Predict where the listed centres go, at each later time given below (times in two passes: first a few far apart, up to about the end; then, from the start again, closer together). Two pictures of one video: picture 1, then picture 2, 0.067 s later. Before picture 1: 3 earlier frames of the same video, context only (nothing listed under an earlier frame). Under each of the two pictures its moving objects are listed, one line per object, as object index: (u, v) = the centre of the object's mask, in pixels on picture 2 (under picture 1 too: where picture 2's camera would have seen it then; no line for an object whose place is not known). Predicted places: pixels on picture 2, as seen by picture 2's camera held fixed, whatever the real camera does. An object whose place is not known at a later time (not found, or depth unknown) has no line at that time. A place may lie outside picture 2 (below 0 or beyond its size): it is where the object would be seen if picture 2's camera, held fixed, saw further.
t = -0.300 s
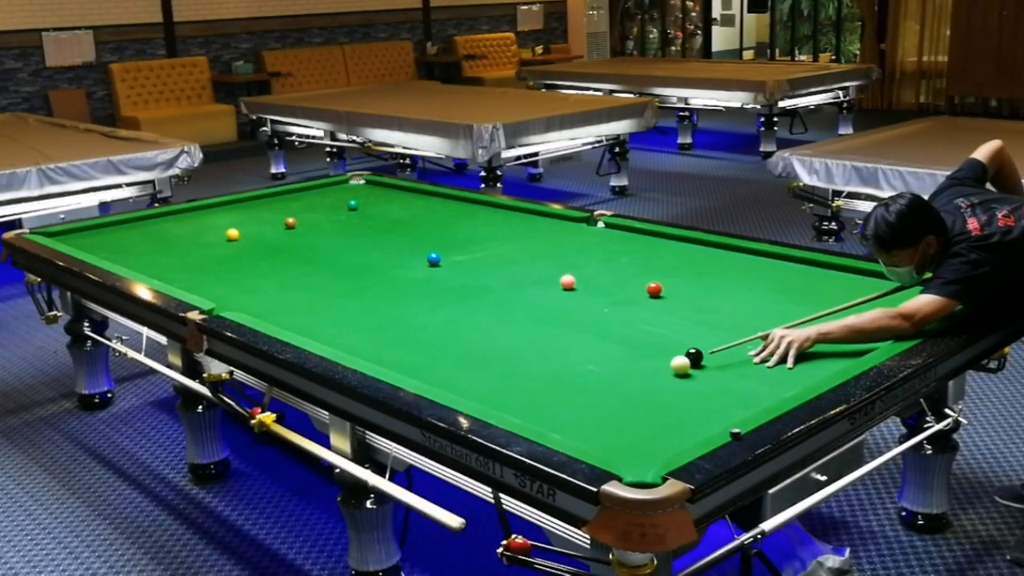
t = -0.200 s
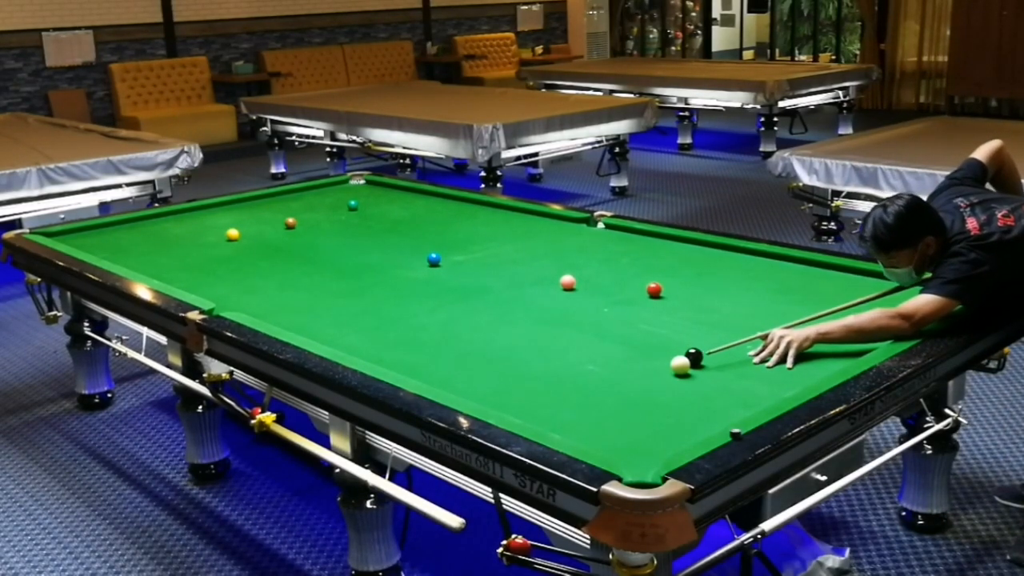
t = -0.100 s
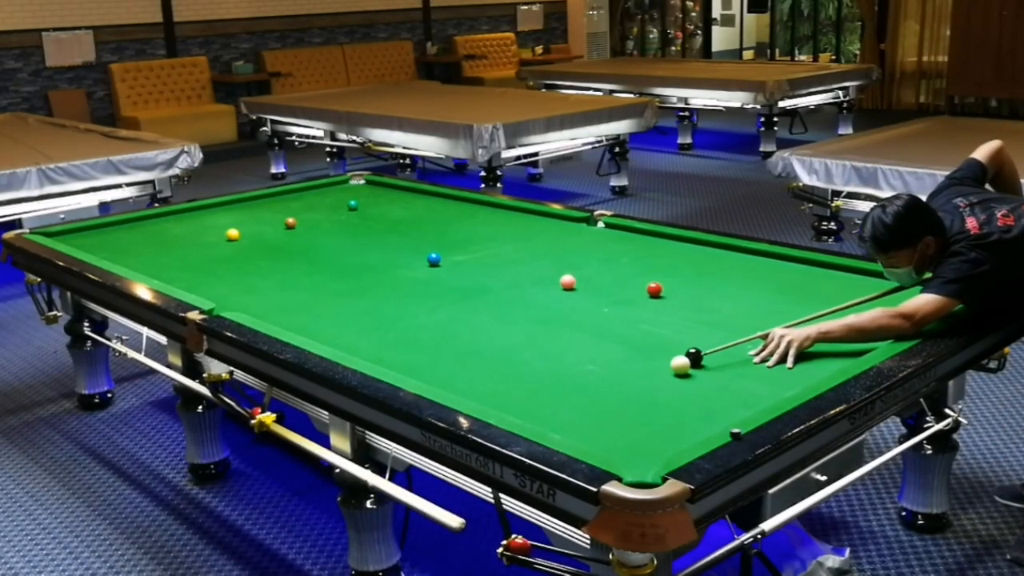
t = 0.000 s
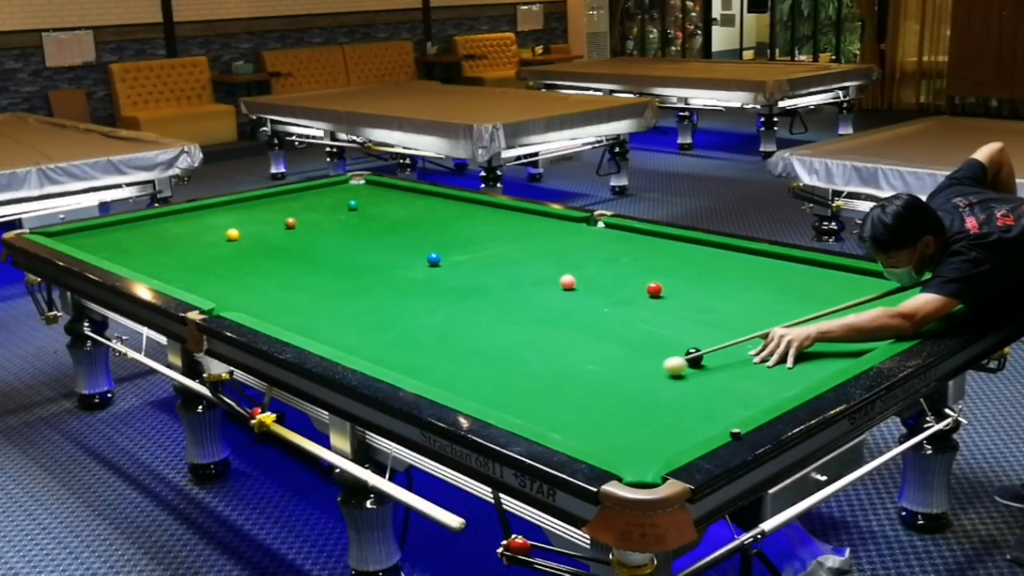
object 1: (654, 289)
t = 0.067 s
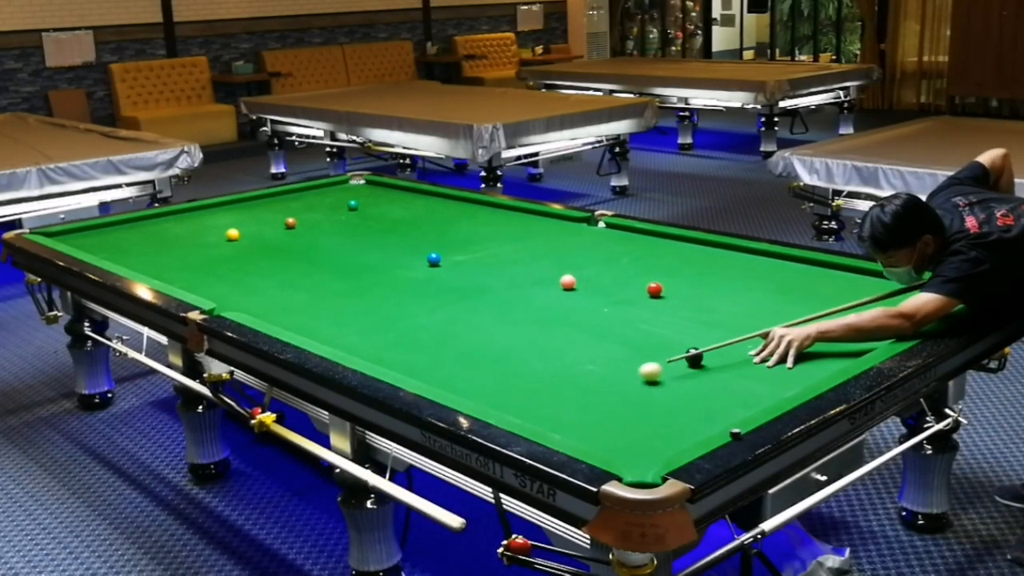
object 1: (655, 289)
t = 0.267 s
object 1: (654, 290)
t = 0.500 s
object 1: (654, 290)
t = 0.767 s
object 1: (655, 290)
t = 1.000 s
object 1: (654, 290)
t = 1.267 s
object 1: (655, 290)
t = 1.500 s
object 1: (654, 290)
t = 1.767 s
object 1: (654, 289)
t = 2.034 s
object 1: (652, 287)
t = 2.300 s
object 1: (648, 281)
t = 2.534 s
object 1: (644, 276)
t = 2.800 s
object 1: (641, 271)
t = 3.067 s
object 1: (638, 267)
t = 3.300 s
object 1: (636, 264)
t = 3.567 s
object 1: (634, 260)
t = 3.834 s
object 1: (632, 257)
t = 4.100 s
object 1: (630, 256)
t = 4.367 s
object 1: (629, 254)
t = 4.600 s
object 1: (628, 253)
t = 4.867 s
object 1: (628, 252)
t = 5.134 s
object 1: (628, 252)
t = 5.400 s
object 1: (628, 252)
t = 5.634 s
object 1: (627, 252)
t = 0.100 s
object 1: (655, 289)
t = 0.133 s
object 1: (654, 290)
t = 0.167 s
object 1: (654, 290)
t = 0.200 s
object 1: (655, 290)
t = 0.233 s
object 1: (654, 290)
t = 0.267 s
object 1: (654, 290)
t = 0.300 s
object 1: (655, 290)
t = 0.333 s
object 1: (654, 290)
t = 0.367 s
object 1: (655, 290)
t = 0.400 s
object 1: (654, 290)
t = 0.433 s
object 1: (654, 290)
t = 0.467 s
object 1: (654, 289)
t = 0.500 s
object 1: (654, 290)
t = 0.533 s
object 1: (655, 290)
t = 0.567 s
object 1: (655, 290)
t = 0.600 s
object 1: (655, 290)
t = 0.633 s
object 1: (655, 290)
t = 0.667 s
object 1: (655, 290)
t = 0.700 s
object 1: (654, 290)
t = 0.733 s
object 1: (655, 290)
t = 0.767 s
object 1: (655, 290)
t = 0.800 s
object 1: (654, 290)
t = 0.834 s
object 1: (654, 290)
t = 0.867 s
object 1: (654, 290)
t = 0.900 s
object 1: (654, 290)
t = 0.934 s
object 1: (654, 290)
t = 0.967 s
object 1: (654, 290)
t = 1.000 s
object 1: (654, 290)
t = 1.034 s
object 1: (654, 290)
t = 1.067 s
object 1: (654, 290)
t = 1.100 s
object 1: (654, 290)
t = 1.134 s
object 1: (654, 290)
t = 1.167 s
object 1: (654, 290)
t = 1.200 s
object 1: (655, 290)
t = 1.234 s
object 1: (655, 290)
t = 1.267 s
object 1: (655, 290)
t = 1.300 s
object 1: (655, 290)
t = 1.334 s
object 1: (655, 290)
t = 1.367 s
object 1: (655, 290)
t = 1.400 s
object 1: (655, 290)
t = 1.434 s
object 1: (655, 290)
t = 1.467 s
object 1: (654, 290)
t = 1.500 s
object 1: (654, 290)
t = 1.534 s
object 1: (654, 290)
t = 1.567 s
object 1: (655, 290)
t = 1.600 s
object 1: (655, 290)
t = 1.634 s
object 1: (654, 290)
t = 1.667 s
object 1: (655, 290)
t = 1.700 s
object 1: (655, 290)
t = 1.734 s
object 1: (655, 289)
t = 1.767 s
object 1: (654, 289)
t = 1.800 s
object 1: (655, 289)
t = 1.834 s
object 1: (655, 288)
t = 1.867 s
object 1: (655, 287)
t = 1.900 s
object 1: (654, 286)
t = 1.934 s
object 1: (653, 285)
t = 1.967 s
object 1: (651, 287)
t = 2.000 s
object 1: (652, 287)
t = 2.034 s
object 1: (652, 287)
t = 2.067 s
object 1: (652, 287)
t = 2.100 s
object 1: (651, 286)
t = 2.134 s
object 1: (651, 285)
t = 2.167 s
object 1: (650, 284)
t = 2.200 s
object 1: (650, 283)
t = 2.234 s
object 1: (649, 283)
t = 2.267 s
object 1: (649, 282)
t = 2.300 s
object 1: (648, 281)
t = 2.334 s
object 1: (648, 280)
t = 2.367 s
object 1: (647, 280)
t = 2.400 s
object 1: (646, 279)
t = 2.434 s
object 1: (646, 278)
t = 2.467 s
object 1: (645, 277)
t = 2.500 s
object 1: (645, 276)
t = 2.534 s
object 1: (644, 276)
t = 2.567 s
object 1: (644, 276)
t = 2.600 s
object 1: (643, 275)
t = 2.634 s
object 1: (643, 274)
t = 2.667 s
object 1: (642, 273)
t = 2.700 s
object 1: (642, 273)
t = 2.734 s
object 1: (642, 272)
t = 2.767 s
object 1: (641, 272)
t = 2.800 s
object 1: (641, 271)
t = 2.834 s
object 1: (640, 271)
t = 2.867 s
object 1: (640, 270)
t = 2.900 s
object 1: (639, 270)
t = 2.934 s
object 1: (639, 269)
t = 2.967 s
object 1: (639, 269)
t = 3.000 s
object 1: (638, 268)
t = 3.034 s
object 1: (638, 267)
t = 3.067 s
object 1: (638, 267)
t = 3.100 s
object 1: (638, 266)
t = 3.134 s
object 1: (637, 266)
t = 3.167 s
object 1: (637, 265)
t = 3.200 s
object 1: (637, 265)
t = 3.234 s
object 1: (636, 264)
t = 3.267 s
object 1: (636, 264)
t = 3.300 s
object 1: (636, 264)
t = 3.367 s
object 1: (635, 263)
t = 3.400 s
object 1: (635, 262)
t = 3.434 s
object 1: (635, 262)
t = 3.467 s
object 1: (635, 261)
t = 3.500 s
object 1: (635, 261)
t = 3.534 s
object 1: (635, 260)
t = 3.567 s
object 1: (634, 260)
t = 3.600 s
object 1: (634, 260)
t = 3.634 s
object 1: (633, 260)
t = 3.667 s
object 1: (634, 259)
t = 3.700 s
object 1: (633, 259)
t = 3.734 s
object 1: (633, 259)
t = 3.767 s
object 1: (633, 258)
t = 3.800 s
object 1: (633, 258)
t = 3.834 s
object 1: (632, 257)
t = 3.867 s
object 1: (632, 257)
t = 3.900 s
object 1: (632, 257)
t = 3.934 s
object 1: (632, 256)
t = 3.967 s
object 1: (632, 257)
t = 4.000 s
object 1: (631, 256)
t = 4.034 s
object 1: (631, 256)
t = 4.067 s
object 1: (631, 256)
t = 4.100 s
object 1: (630, 256)
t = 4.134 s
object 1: (630, 255)
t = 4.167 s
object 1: (630, 255)
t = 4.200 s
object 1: (630, 255)
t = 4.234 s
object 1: (630, 255)
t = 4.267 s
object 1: (629, 255)
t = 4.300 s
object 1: (629, 254)
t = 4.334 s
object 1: (629, 254)
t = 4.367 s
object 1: (629, 254)
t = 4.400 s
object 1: (629, 254)
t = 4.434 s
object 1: (629, 254)
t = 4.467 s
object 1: (629, 254)
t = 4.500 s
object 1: (629, 253)
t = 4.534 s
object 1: (629, 253)
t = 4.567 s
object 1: (628, 253)
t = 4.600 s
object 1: (628, 253)
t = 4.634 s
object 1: (628, 253)
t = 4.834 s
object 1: (627, 252)
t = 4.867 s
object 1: (628, 252)
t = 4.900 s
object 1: (628, 252)
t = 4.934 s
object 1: (628, 252)
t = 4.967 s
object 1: (628, 252)
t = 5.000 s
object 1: (628, 252)
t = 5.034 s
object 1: (628, 252)
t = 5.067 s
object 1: (628, 252)
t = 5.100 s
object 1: (628, 252)
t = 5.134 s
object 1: (628, 252)
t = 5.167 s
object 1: (628, 252)
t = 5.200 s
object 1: (628, 252)
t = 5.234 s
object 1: (628, 252)
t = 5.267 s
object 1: (628, 252)
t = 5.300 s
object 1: (628, 252)
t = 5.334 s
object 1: (628, 252)
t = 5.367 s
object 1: (628, 252)
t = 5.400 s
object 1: (628, 252)
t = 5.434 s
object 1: (628, 252)
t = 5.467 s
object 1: (628, 252)
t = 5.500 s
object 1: (627, 252)
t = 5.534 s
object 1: (627, 252)
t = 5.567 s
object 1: (627, 252)
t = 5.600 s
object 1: (627, 252)
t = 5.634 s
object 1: (627, 252)
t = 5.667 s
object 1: (627, 252)
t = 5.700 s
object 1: (627, 252)
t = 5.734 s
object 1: (627, 252)
